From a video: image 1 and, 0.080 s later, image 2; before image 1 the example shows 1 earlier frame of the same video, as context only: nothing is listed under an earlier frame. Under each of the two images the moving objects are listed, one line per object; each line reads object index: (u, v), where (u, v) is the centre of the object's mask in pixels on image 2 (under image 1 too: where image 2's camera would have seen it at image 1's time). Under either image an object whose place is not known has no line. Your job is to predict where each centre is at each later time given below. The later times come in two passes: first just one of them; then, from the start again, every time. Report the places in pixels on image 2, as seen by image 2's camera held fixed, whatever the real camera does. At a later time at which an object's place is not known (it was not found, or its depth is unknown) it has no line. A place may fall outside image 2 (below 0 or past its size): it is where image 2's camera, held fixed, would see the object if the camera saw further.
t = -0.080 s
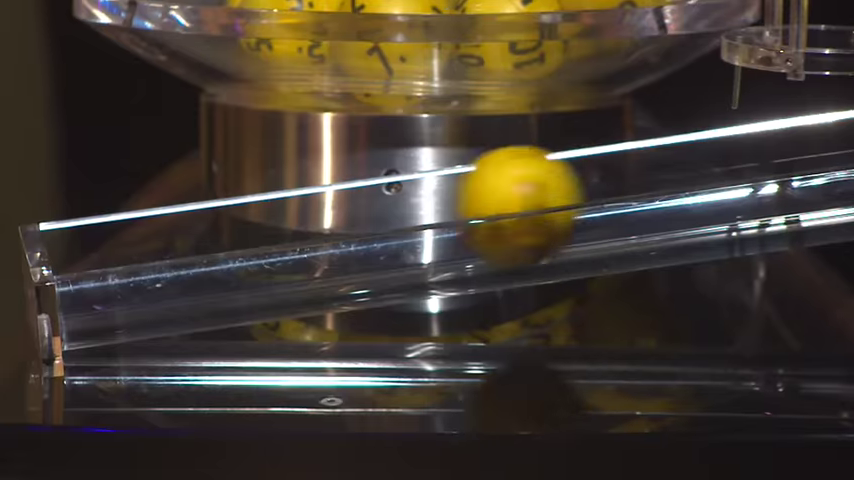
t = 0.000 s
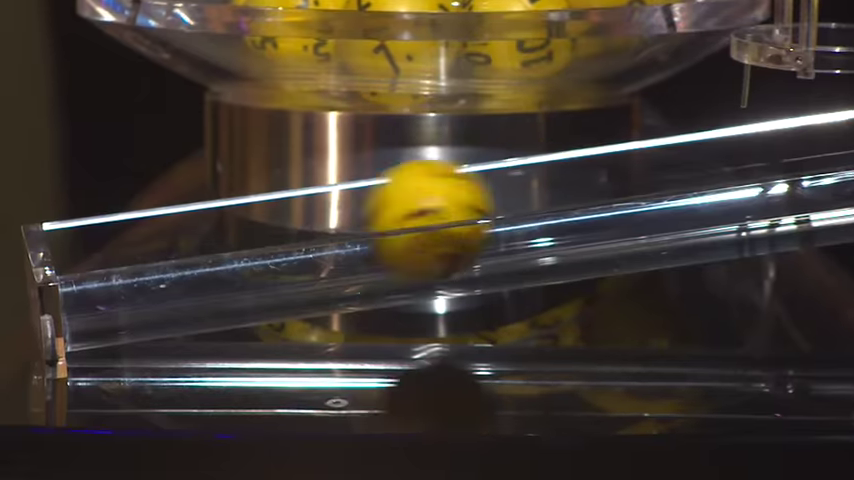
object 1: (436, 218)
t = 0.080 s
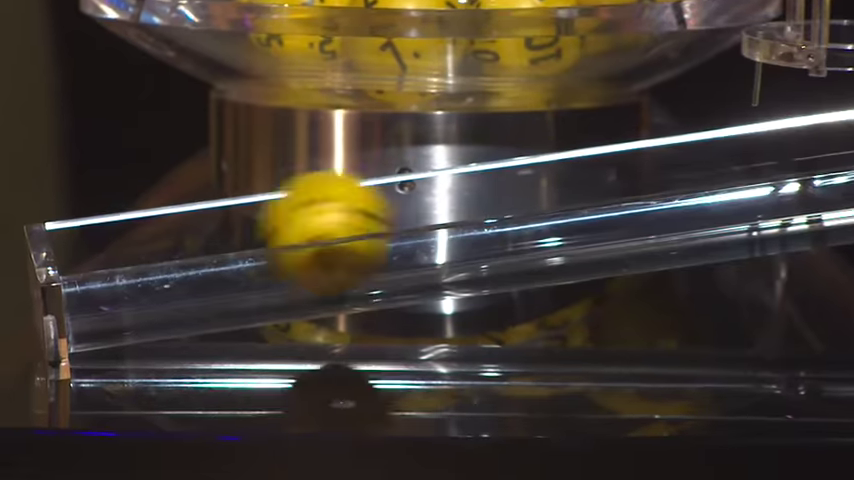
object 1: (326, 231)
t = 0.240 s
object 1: (146, 254)
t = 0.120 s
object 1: (268, 238)
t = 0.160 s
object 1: (208, 244)
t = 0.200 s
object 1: (148, 253)
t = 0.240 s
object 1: (146, 254)
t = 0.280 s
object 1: (195, 245)
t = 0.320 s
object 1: (235, 242)
